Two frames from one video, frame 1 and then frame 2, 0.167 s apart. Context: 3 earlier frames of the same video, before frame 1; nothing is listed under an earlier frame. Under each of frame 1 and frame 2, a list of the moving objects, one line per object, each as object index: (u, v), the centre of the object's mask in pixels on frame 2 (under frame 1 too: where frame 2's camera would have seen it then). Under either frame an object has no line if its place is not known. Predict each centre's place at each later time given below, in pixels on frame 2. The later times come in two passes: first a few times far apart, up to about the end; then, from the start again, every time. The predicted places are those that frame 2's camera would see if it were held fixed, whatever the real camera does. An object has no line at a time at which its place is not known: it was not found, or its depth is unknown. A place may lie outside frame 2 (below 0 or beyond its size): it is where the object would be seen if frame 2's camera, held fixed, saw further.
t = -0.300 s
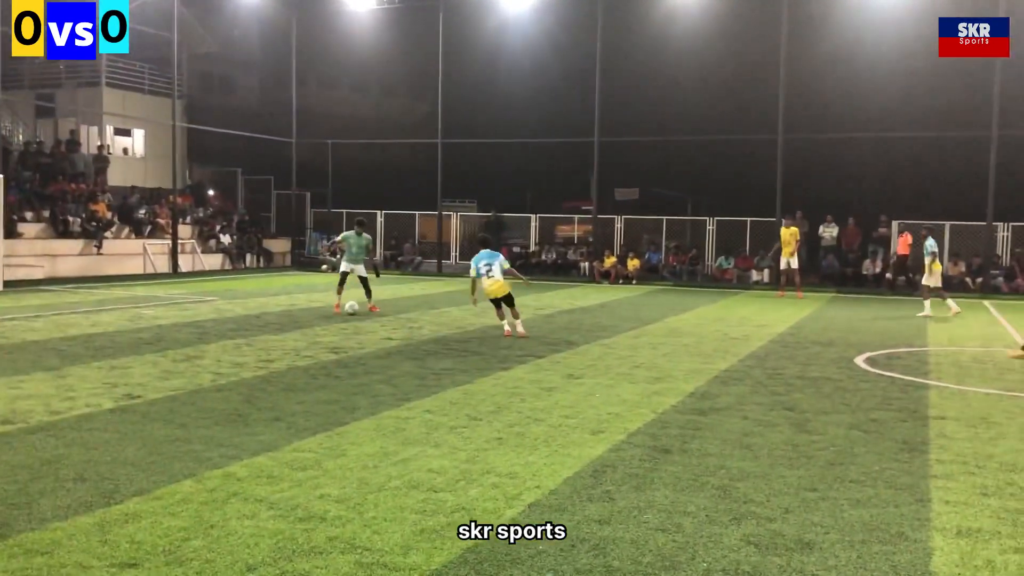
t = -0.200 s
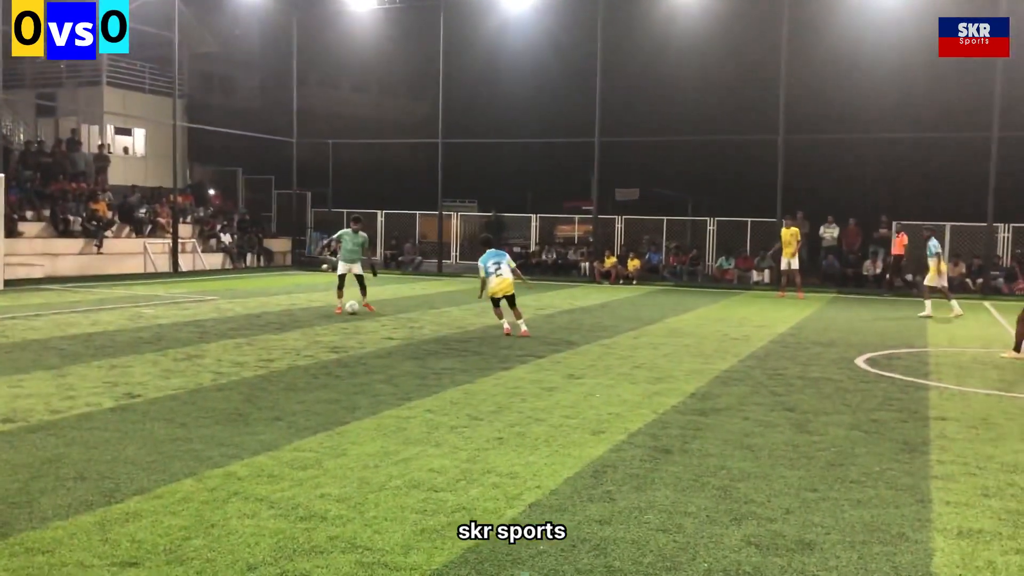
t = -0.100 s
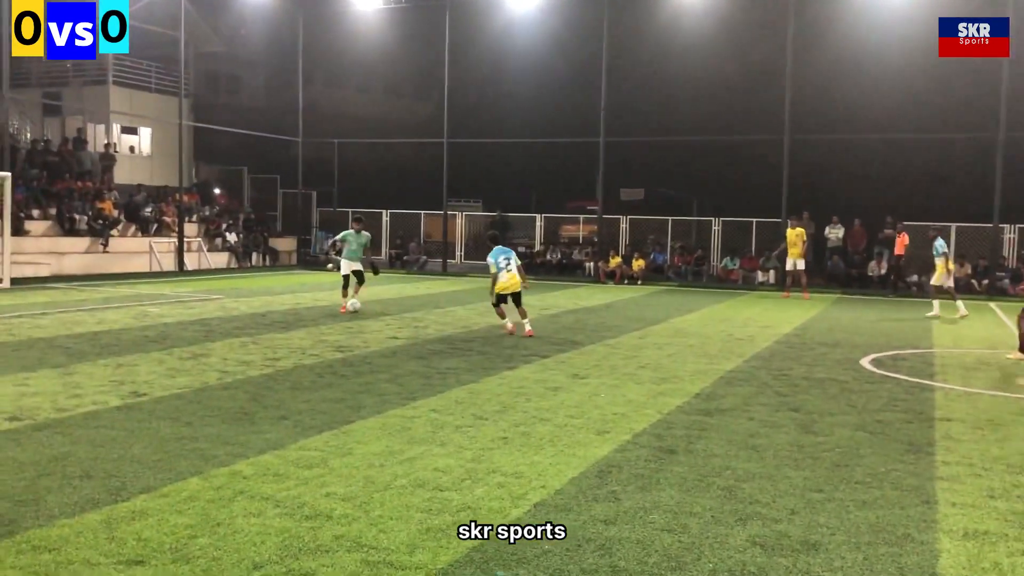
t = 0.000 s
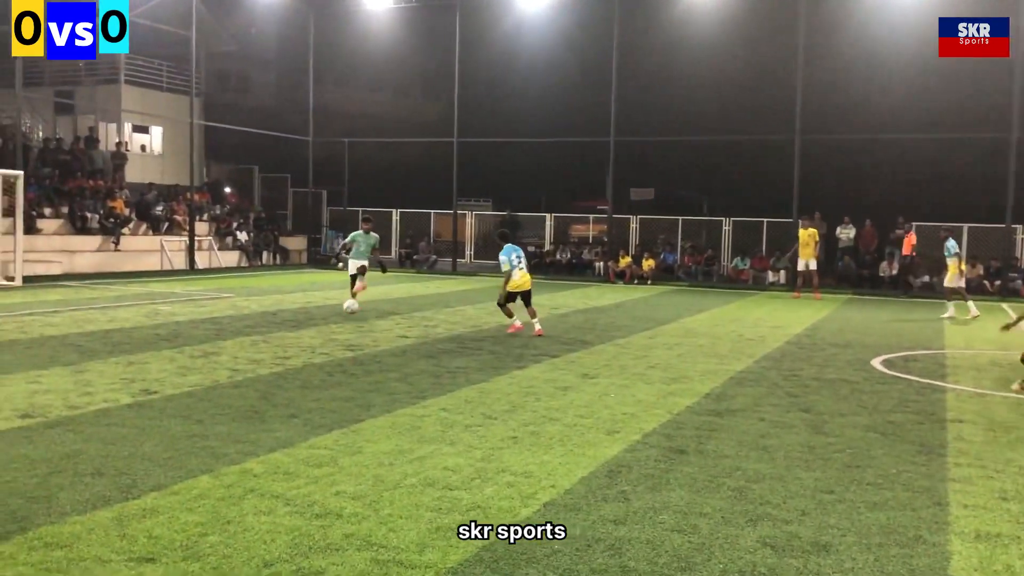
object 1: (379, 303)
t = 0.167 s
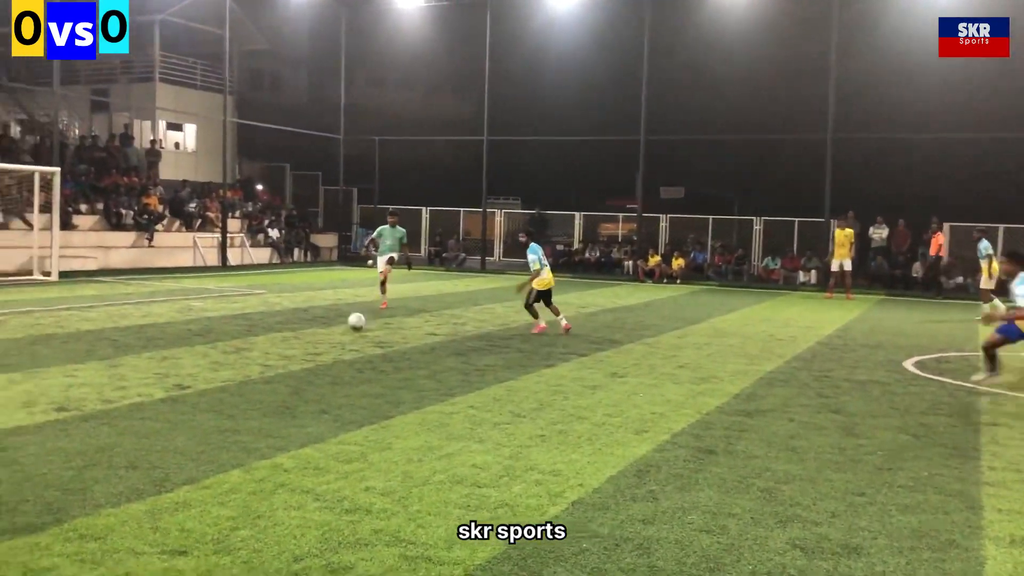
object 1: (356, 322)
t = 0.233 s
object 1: (348, 321)
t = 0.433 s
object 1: (318, 339)
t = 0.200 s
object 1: (352, 321)
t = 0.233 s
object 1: (348, 321)
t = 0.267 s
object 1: (343, 323)
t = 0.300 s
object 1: (339, 325)
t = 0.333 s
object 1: (333, 329)
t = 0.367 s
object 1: (328, 334)
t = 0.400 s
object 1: (323, 338)
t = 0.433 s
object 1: (318, 339)
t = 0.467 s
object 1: (313, 340)
